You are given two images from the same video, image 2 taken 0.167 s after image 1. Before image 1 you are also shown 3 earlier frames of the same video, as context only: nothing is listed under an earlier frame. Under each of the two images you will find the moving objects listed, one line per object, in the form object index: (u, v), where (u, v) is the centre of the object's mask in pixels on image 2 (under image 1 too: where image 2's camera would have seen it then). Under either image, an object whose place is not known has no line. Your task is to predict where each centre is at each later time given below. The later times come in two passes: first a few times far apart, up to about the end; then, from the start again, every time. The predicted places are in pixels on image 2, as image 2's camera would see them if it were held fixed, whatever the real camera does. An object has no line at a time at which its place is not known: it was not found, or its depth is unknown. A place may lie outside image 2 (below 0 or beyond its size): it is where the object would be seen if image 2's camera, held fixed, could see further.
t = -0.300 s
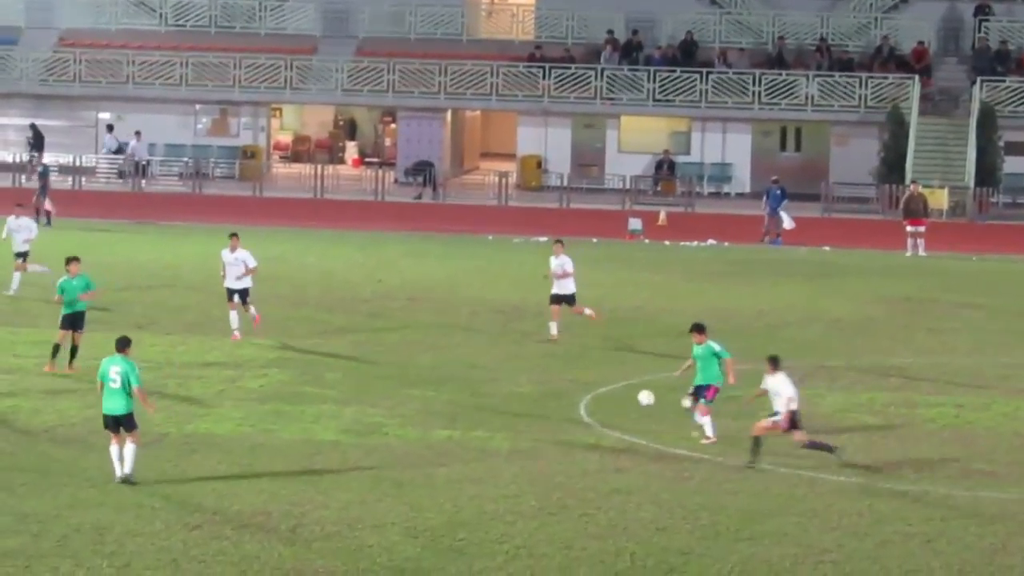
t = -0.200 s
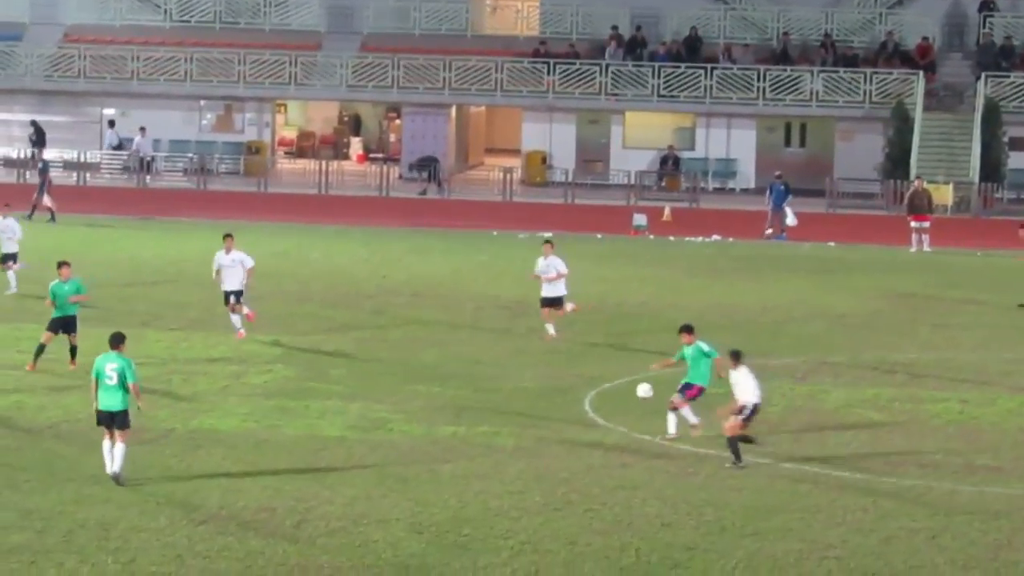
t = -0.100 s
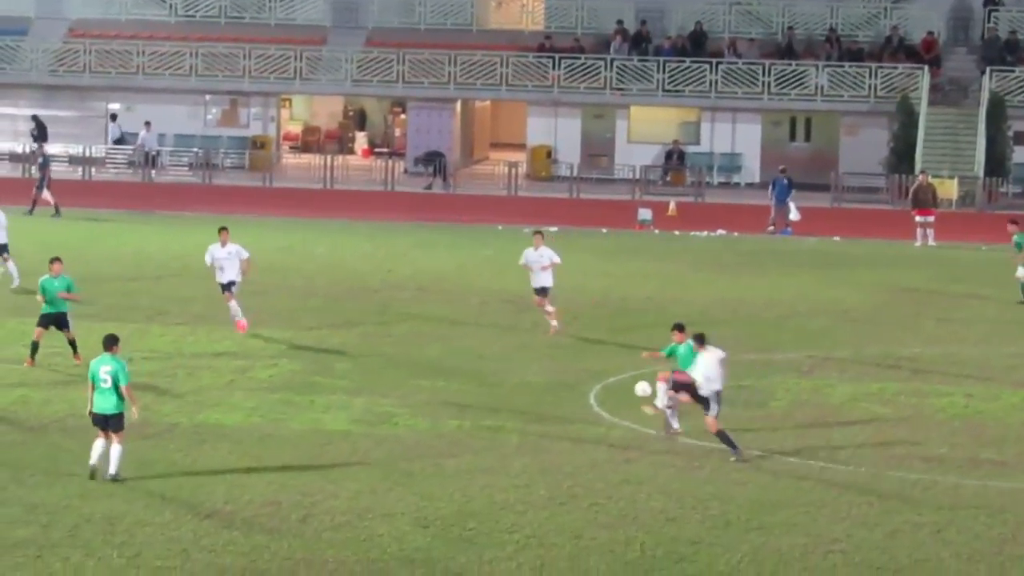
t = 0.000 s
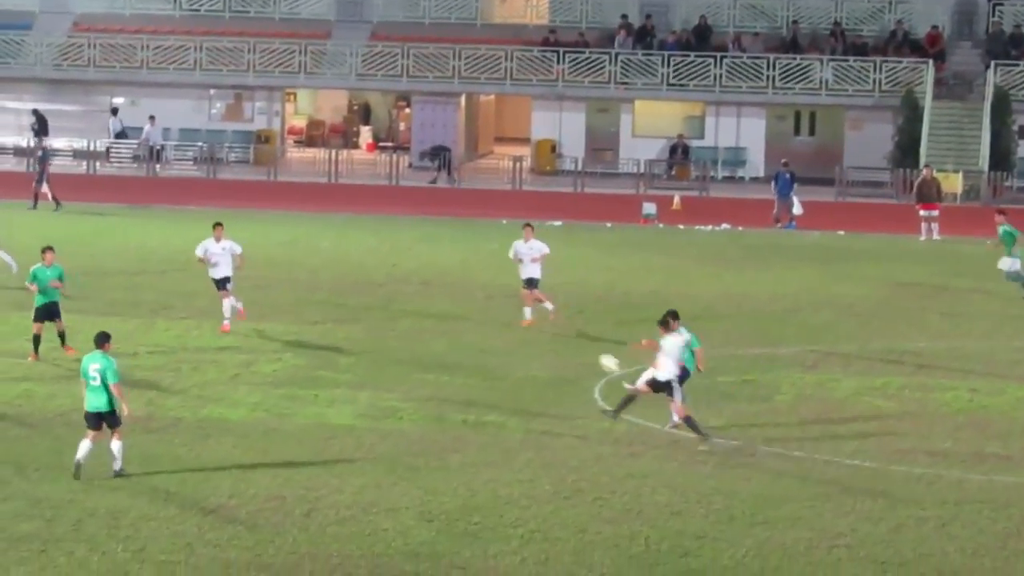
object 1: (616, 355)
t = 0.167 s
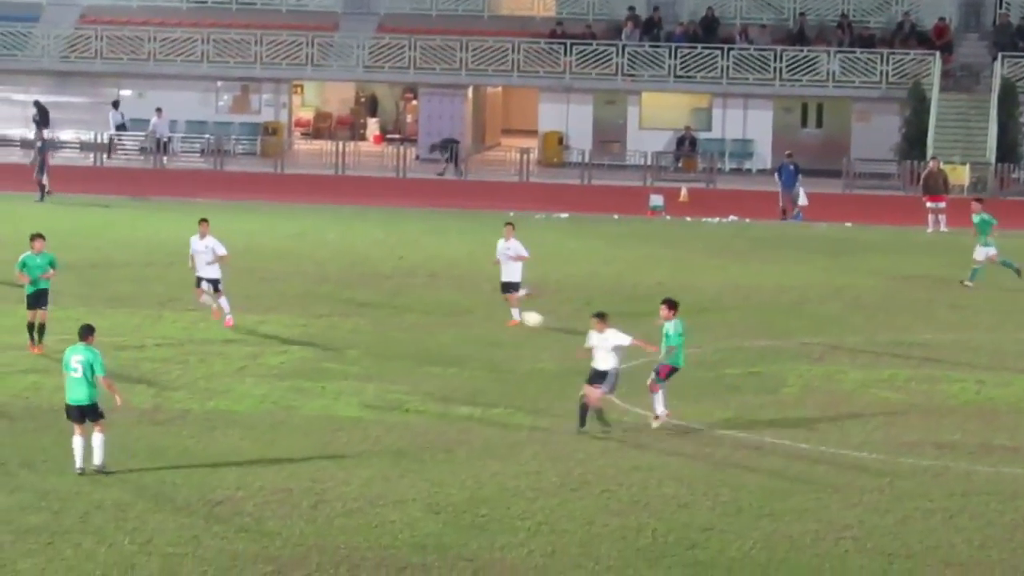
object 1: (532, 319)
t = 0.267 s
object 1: (480, 306)
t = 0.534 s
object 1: (340, 313)
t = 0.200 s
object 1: (515, 314)
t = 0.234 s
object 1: (497, 309)
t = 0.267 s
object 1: (480, 306)
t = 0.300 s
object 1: (463, 304)
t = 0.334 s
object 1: (445, 303)
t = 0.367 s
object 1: (428, 302)
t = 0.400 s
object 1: (411, 303)
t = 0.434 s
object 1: (393, 304)
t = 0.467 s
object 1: (376, 306)
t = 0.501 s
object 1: (358, 309)
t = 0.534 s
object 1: (340, 313)
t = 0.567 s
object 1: (322, 318)
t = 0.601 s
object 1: (304, 323)
